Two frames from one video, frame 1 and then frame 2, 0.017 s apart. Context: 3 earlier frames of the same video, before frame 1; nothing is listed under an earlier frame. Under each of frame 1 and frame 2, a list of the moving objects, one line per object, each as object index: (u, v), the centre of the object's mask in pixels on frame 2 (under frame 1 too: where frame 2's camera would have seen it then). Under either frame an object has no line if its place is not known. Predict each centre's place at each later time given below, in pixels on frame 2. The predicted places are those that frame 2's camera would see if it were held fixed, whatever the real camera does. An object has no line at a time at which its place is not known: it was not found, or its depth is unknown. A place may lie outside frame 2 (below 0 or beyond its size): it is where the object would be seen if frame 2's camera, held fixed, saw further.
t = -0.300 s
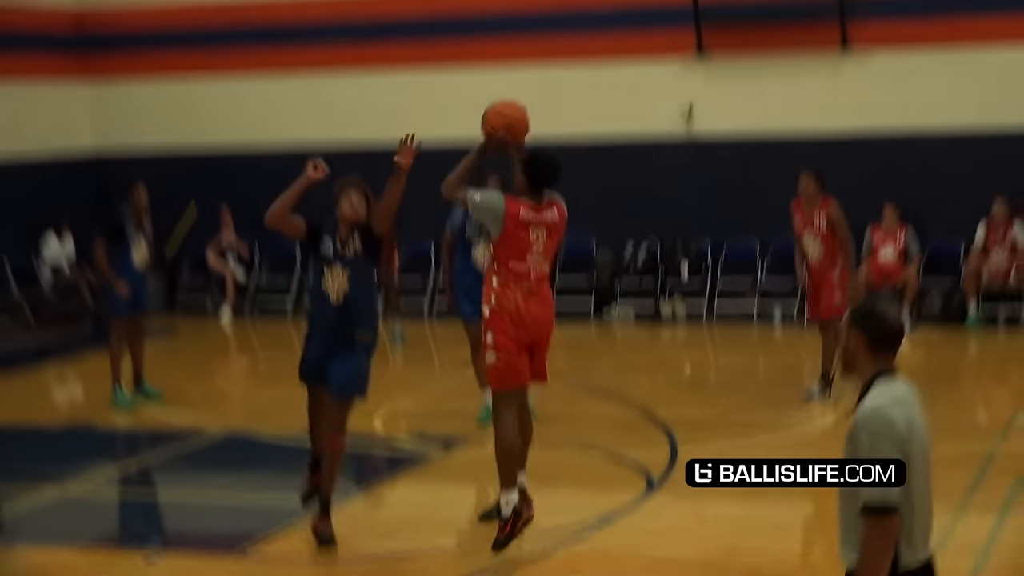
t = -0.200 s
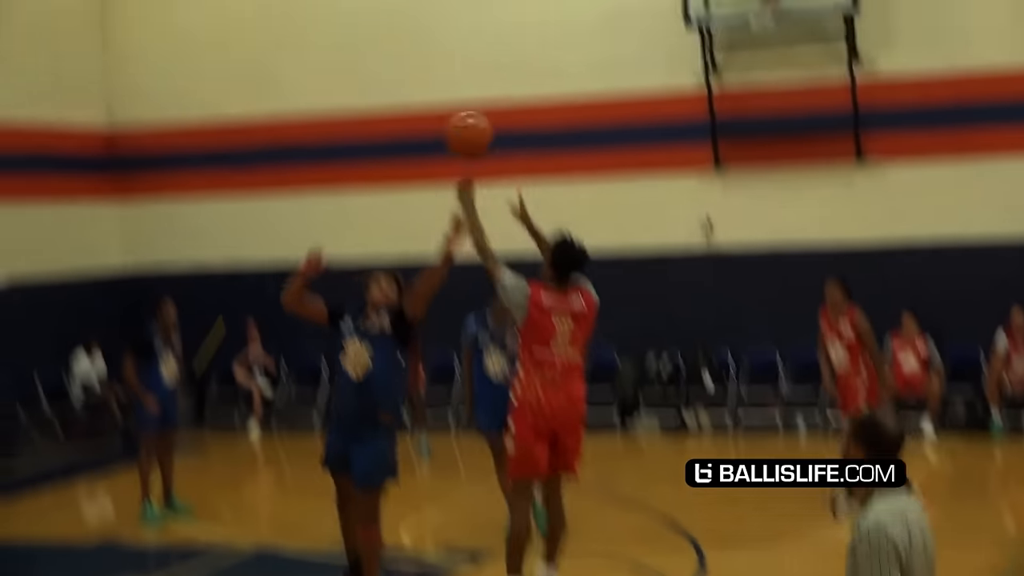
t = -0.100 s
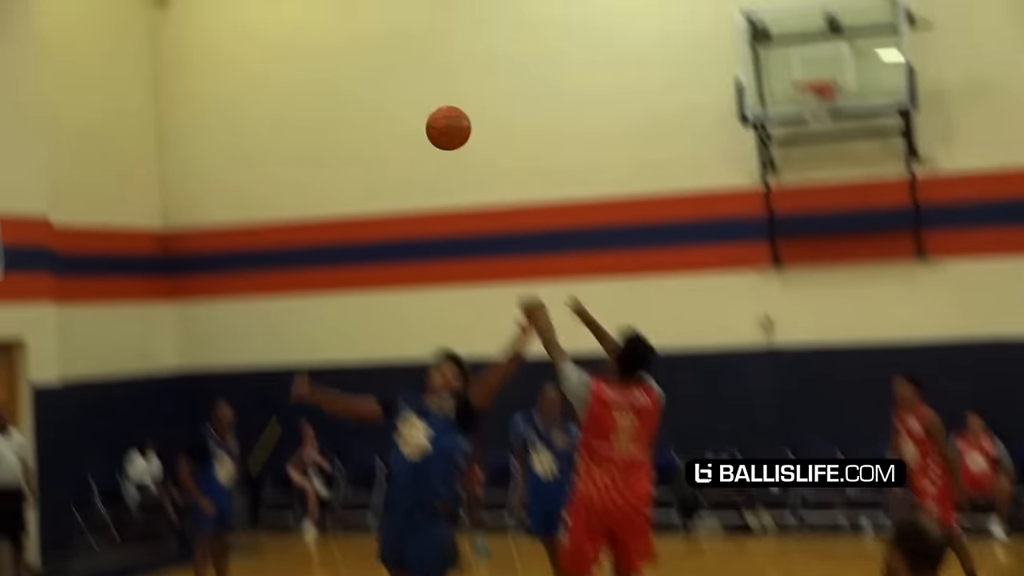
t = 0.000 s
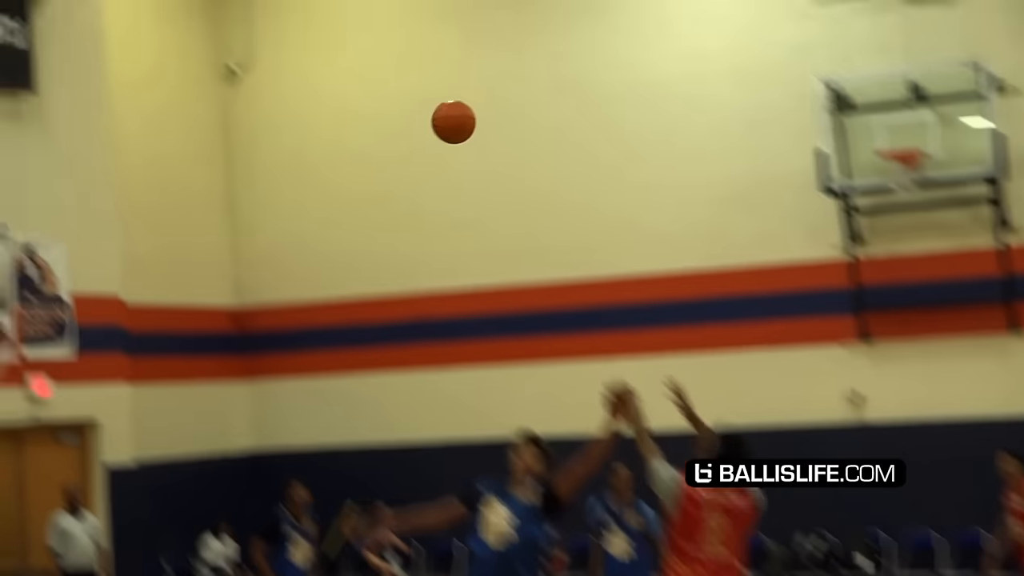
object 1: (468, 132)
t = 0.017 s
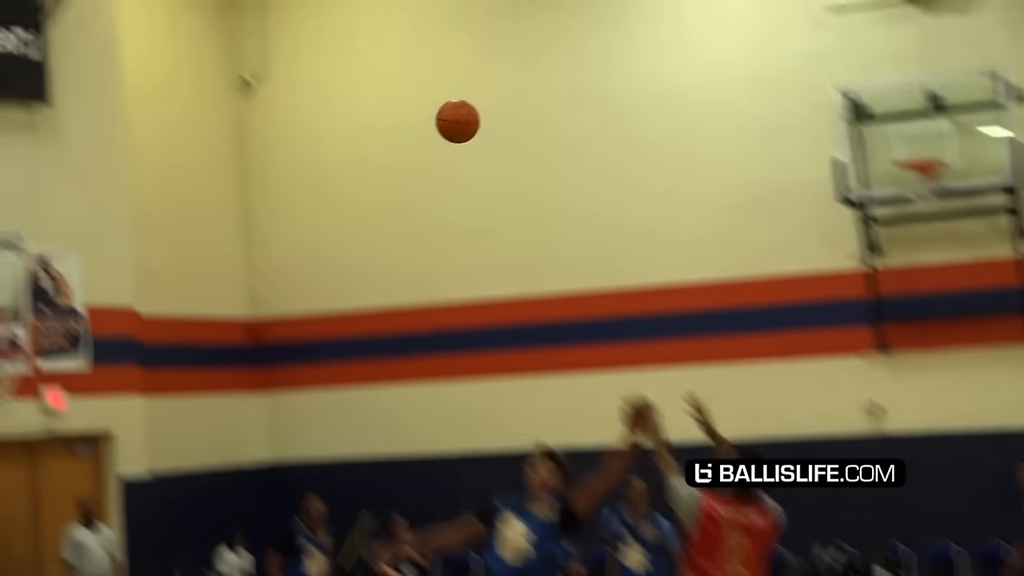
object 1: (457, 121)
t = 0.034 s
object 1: (447, 111)
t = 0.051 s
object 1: (437, 101)
